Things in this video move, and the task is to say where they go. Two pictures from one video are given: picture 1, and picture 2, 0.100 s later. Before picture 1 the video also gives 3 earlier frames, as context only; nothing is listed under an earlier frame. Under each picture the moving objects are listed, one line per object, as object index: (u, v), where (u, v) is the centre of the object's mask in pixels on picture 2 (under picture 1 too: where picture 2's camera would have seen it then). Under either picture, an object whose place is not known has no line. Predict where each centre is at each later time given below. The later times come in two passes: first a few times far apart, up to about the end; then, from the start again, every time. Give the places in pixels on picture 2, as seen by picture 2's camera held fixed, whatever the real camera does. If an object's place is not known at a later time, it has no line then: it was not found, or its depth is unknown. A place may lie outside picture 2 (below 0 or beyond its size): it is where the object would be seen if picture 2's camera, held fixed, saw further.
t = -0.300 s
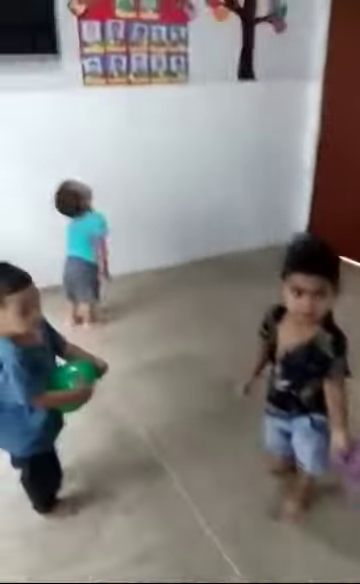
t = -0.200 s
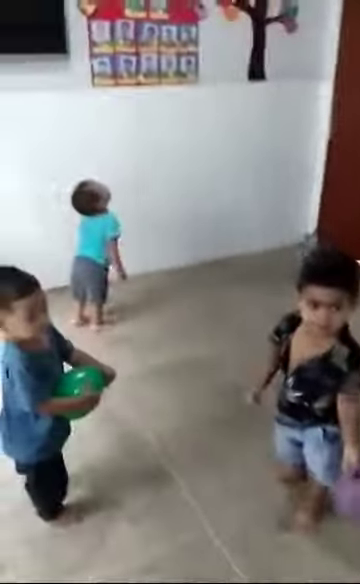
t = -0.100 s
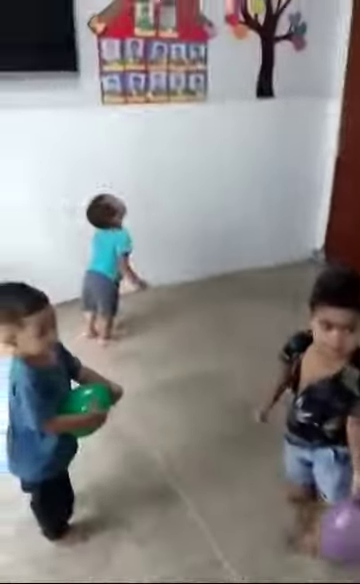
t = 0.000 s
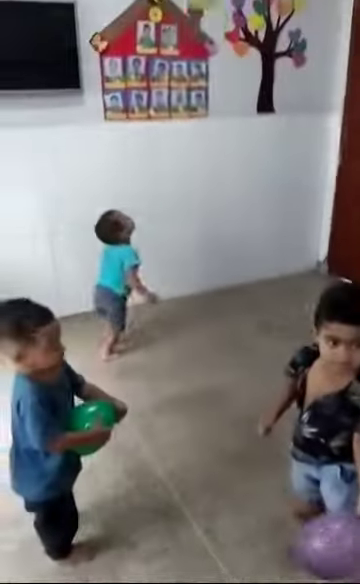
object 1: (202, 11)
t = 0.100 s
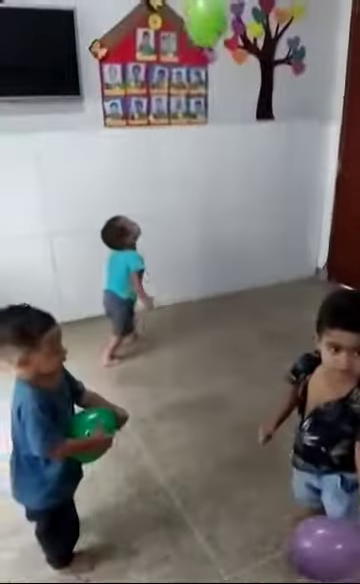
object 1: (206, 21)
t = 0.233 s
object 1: (201, 68)
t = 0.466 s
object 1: (187, 178)
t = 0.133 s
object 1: (205, 28)
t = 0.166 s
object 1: (204, 41)
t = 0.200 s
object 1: (201, 57)
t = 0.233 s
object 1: (201, 68)
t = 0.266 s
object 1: (200, 84)
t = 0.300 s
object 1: (197, 101)
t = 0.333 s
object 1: (195, 115)
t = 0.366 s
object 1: (194, 132)
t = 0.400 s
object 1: (193, 148)
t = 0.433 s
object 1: (190, 163)
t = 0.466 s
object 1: (187, 178)
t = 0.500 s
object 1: (184, 195)
